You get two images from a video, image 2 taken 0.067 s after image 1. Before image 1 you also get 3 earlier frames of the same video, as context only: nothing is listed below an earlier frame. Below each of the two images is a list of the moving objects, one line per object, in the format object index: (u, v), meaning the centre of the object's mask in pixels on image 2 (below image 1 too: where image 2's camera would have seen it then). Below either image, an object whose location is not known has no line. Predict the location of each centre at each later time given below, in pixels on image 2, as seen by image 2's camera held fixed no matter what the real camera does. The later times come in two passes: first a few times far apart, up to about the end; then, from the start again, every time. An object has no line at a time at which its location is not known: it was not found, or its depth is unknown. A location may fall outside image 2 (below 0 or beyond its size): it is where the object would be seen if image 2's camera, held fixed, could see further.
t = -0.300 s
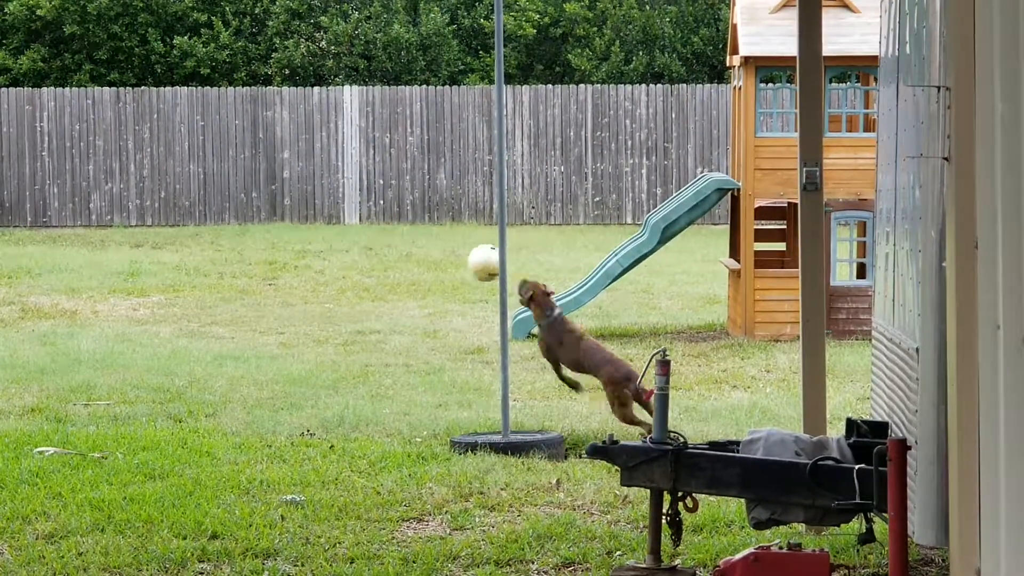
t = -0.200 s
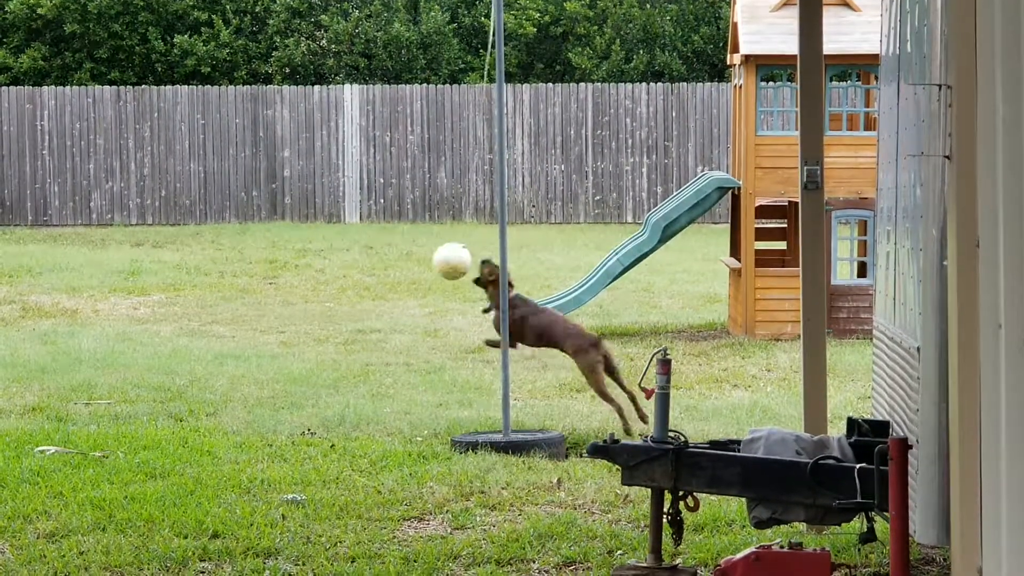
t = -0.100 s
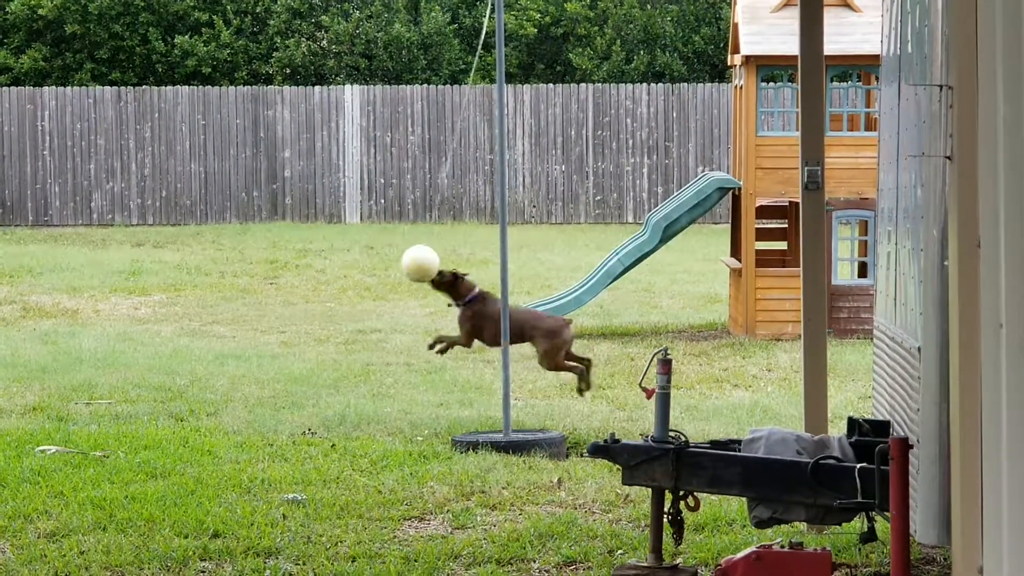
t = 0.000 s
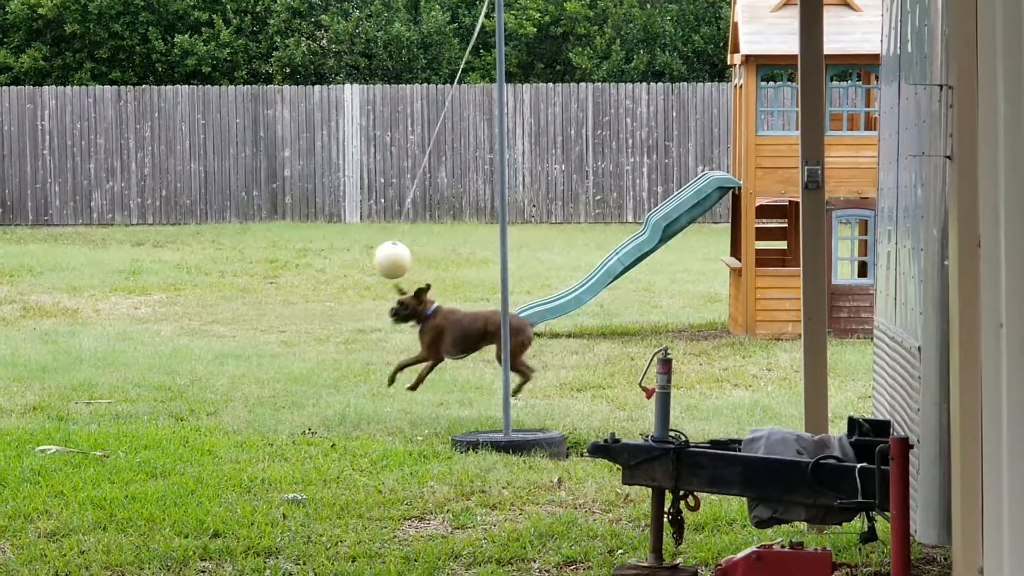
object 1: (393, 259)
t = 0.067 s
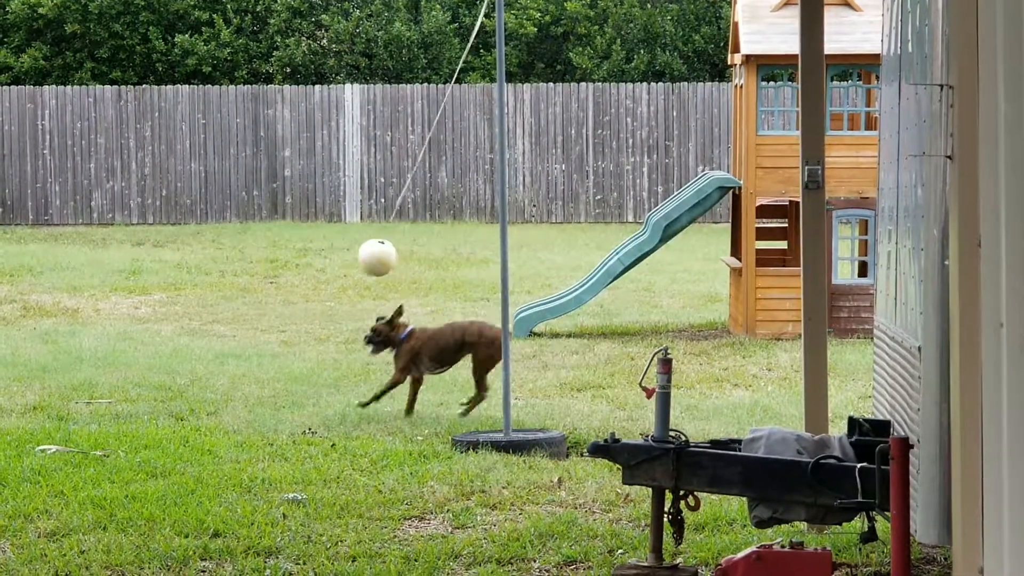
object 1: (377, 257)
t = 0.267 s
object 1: (353, 252)
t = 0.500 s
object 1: (371, 253)
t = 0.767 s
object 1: (446, 265)
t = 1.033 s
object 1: (545, 272)
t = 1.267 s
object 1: (608, 264)
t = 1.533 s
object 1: (623, 247)
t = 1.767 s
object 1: (592, 243)
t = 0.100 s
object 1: (370, 256)
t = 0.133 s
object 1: (364, 255)
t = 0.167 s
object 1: (360, 255)
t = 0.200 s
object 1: (356, 254)
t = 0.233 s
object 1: (354, 253)
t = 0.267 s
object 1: (353, 252)
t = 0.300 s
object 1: (354, 251)
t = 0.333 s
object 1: (354, 250)
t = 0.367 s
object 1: (355, 250)
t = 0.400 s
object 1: (358, 251)
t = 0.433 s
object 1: (361, 252)
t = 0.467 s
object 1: (365, 253)
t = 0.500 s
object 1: (371, 253)
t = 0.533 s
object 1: (377, 254)
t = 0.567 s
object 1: (384, 254)
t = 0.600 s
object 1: (393, 255)
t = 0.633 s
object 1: (402, 256)
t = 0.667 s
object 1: (412, 258)
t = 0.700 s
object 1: (422, 260)
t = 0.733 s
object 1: (434, 263)
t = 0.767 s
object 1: (446, 265)
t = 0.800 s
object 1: (458, 266)
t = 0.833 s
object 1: (470, 267)
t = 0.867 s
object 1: (483, 267)
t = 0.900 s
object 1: (494, 268)
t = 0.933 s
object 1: (507, 270)
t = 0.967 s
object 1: (519, 271)
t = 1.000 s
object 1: (533, 272)
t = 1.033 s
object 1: (545, 272)
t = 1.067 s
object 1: (556, 271)
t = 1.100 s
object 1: (567, 270)
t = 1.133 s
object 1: (576, 269)
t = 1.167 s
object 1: (585, 268)
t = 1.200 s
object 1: (594, 267)
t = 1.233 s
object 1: (601, 265)
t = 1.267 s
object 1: (608, 264)
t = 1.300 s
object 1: (613, 261)
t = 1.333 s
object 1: (617, 259)
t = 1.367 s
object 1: (620, 257)
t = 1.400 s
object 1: (622, 254)
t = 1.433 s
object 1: (623, 252)
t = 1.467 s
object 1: (624, 250)
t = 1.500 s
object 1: (624, 249)
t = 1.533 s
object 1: (623, 247)
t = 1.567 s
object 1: (620, 245)
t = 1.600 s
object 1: (618, 244)
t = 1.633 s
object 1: (615, 243)
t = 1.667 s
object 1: (610, 242)
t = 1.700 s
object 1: (605, 242)
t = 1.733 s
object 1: (598, 242)
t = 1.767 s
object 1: (592, 243)
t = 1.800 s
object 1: (584, 244)
